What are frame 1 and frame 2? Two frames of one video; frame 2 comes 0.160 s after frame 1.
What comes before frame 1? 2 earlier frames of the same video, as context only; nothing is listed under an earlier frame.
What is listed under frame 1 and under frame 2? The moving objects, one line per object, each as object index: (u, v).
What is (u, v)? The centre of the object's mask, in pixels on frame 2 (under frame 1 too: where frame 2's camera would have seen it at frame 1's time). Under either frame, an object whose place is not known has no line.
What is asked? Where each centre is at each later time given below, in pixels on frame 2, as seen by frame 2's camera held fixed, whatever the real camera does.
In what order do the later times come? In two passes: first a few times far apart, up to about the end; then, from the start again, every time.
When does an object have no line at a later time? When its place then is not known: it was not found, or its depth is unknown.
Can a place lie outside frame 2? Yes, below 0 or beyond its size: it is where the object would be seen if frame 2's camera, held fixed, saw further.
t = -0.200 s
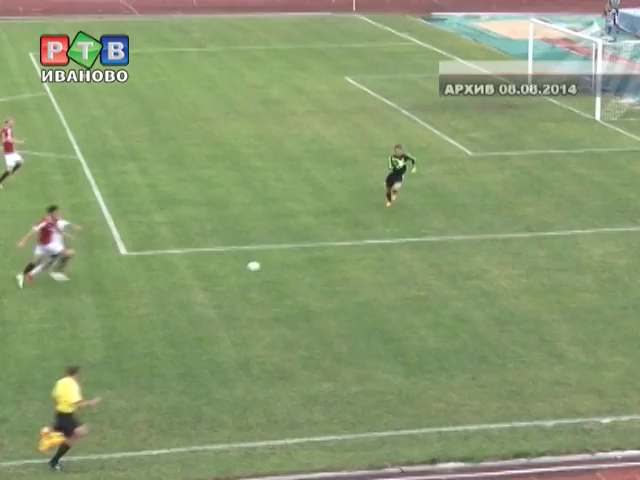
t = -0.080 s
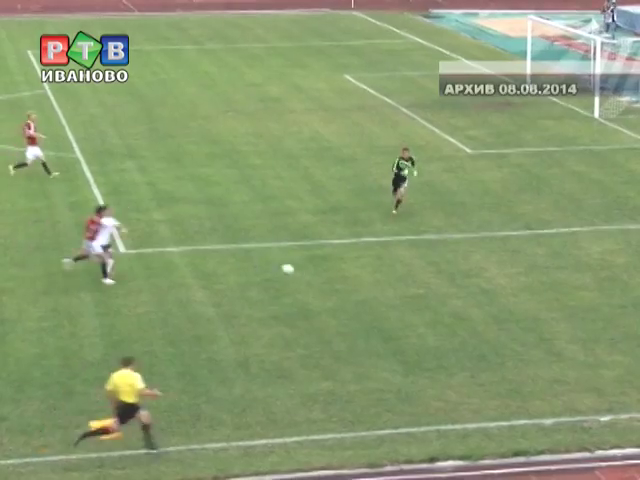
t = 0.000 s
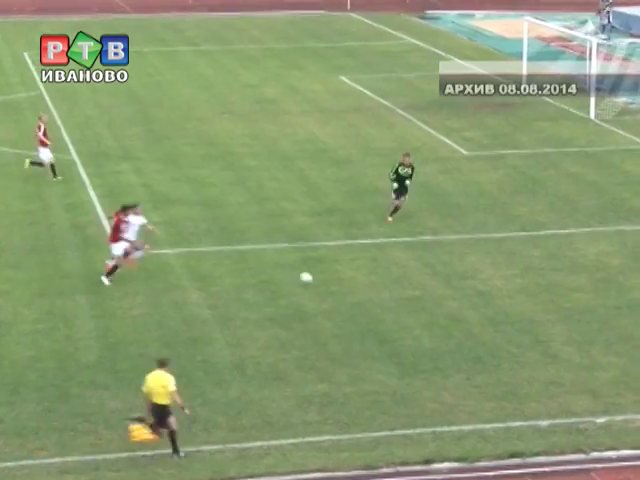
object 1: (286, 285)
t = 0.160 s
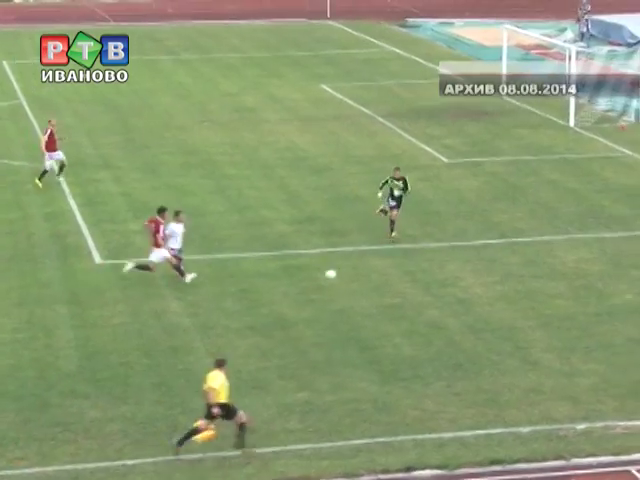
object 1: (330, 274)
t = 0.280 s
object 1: (361, 268)
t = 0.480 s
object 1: (412, 273)
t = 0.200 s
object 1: (341, 271)
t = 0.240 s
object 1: (351, 269)
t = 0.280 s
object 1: (361, 268)
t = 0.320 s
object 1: (371, 267)
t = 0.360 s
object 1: (381, 267)
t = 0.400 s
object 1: (392, 269)
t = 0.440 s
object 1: (401, 270)
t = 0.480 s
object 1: (412, 273)
